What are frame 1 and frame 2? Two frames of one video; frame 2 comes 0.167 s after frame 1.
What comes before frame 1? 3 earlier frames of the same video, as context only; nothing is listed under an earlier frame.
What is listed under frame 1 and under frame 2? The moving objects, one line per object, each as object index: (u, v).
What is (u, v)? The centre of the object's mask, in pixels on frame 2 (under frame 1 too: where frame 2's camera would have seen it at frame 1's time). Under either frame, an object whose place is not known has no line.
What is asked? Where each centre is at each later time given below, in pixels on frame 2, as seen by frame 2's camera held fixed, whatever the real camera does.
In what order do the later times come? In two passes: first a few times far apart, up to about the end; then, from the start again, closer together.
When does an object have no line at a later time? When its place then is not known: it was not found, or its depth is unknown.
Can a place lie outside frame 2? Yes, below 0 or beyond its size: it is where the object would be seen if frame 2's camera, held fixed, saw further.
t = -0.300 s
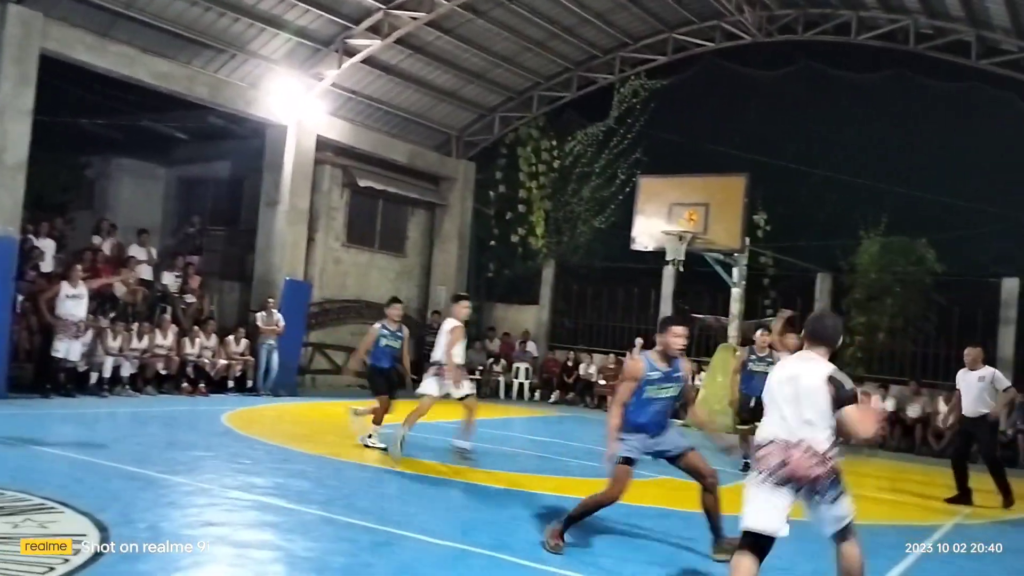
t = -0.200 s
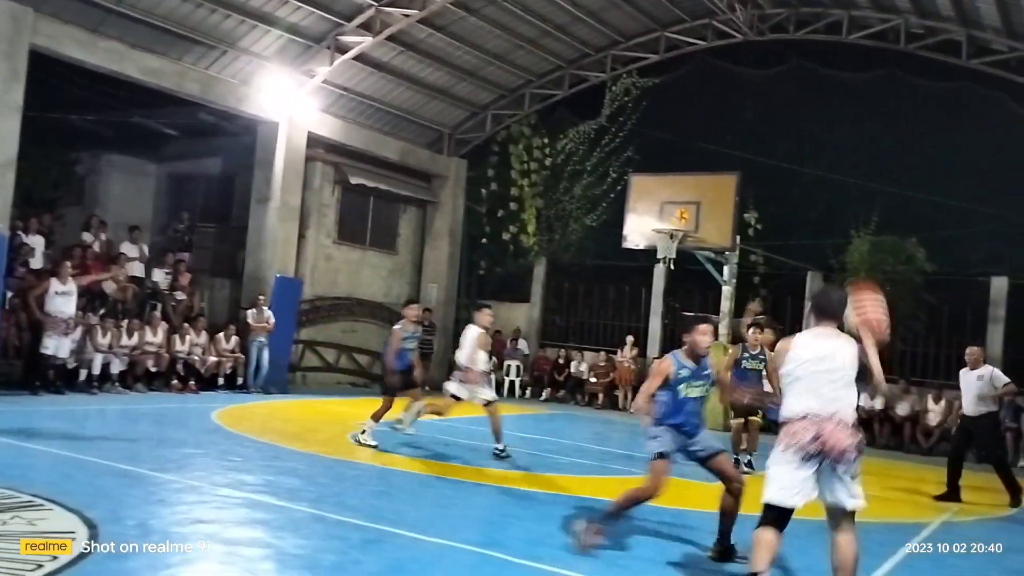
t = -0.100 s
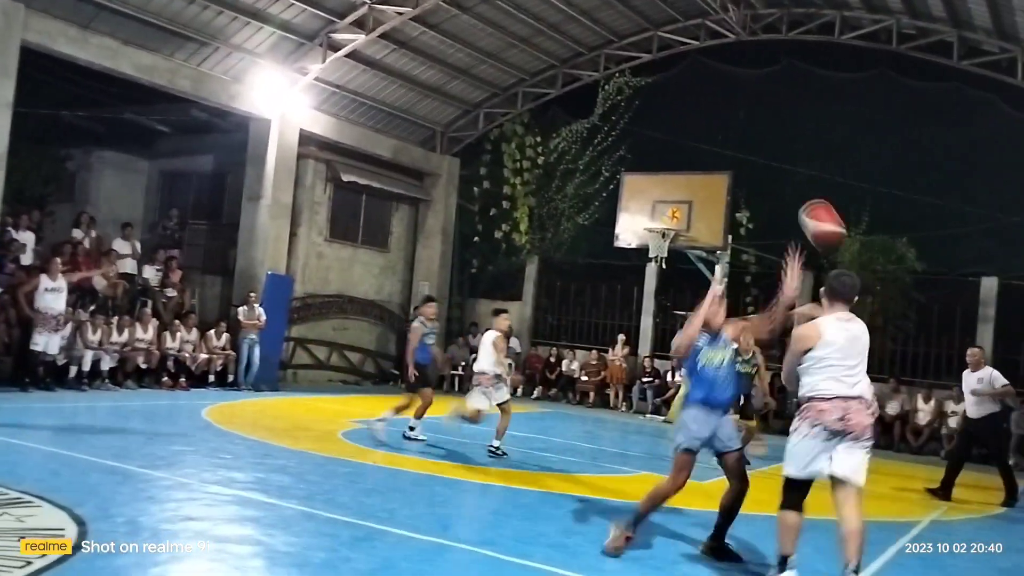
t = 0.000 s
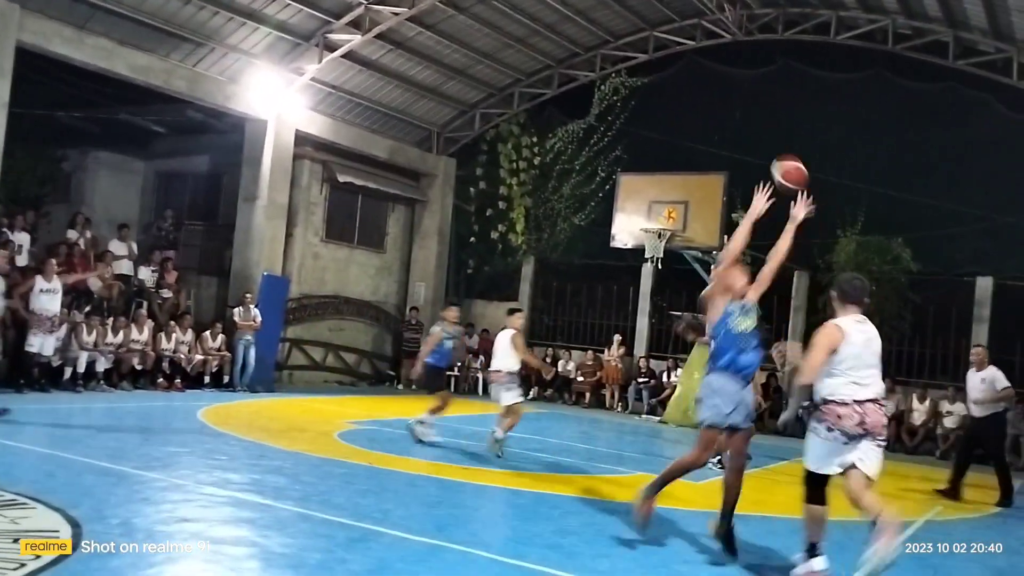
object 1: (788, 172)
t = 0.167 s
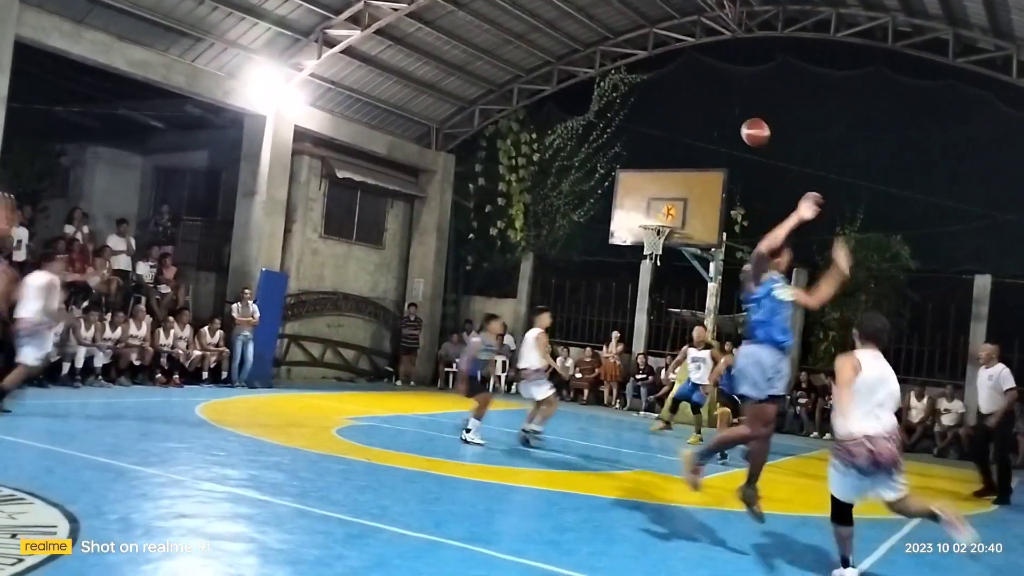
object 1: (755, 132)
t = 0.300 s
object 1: (736, 127)
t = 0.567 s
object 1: (707, 153)
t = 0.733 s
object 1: (693, 185)
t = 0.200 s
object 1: (750, 129)
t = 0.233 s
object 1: (745, 127)
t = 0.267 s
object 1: (741, 126)
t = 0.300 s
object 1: (736, 127)
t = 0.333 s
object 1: (732, 127)
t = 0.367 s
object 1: (728, 129)
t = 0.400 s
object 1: (724, 131)
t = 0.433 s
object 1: (721, 134)
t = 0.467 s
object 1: (717, 138)
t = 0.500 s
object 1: (714, 143)
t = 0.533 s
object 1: (711, 147)
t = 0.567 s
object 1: (707, 153)
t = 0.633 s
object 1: (701, 164)
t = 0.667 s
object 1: (699, 170)
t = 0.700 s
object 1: (696, 177)
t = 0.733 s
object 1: (693, 185)
